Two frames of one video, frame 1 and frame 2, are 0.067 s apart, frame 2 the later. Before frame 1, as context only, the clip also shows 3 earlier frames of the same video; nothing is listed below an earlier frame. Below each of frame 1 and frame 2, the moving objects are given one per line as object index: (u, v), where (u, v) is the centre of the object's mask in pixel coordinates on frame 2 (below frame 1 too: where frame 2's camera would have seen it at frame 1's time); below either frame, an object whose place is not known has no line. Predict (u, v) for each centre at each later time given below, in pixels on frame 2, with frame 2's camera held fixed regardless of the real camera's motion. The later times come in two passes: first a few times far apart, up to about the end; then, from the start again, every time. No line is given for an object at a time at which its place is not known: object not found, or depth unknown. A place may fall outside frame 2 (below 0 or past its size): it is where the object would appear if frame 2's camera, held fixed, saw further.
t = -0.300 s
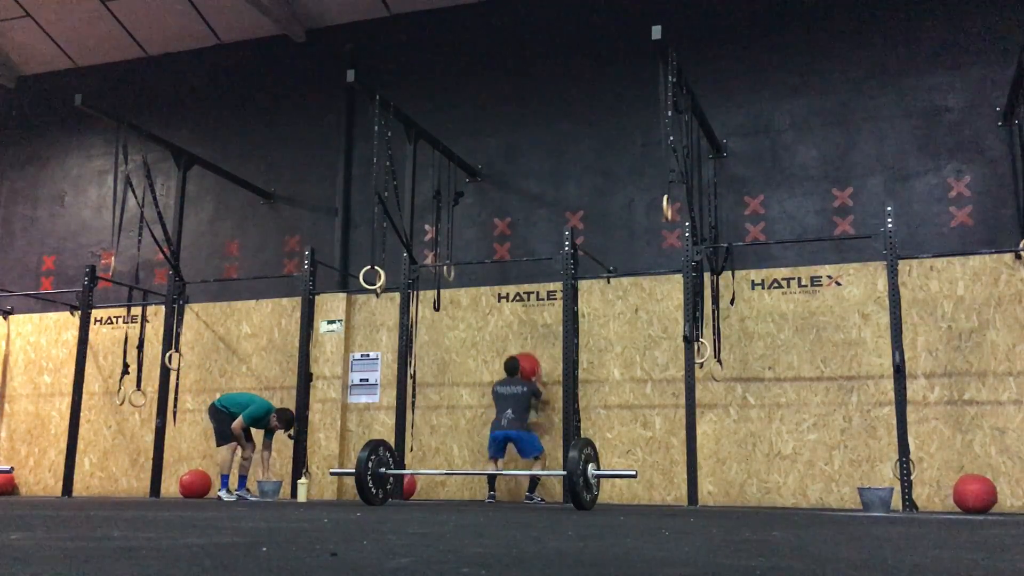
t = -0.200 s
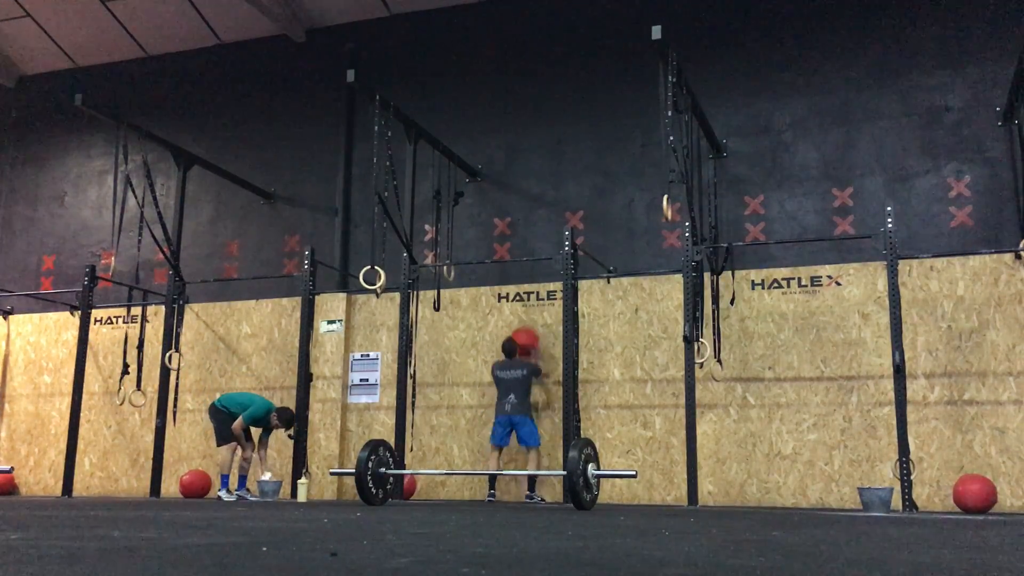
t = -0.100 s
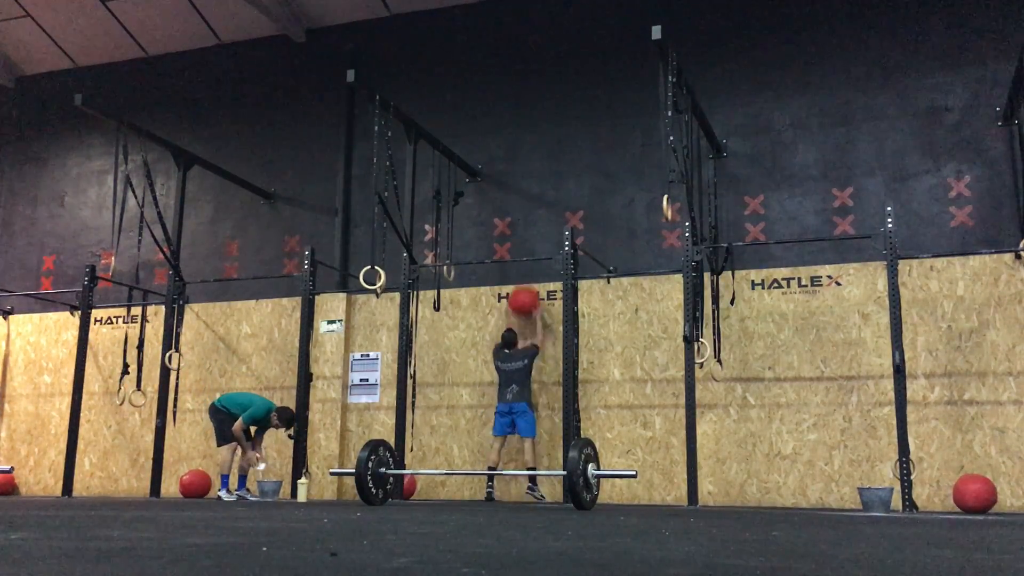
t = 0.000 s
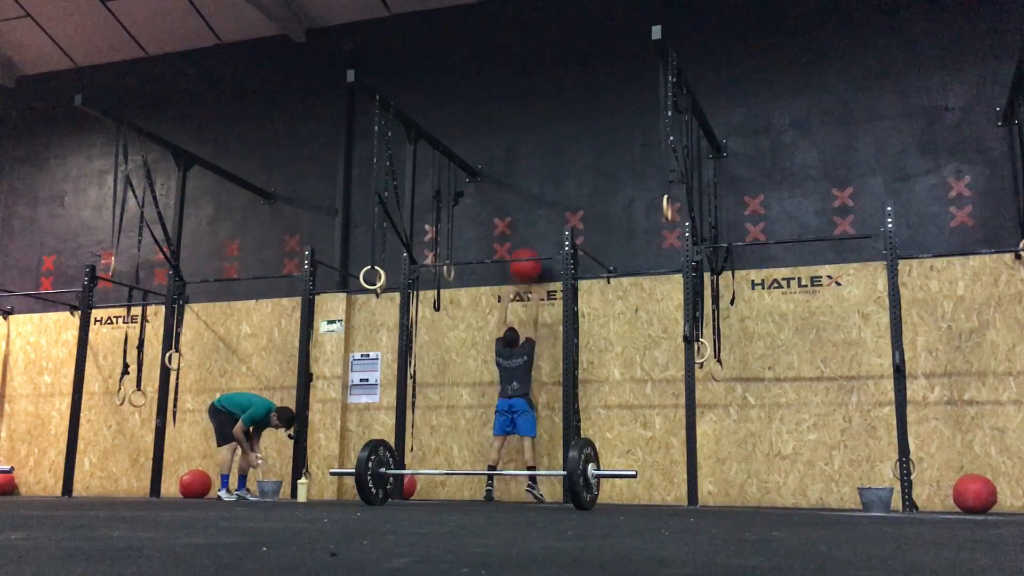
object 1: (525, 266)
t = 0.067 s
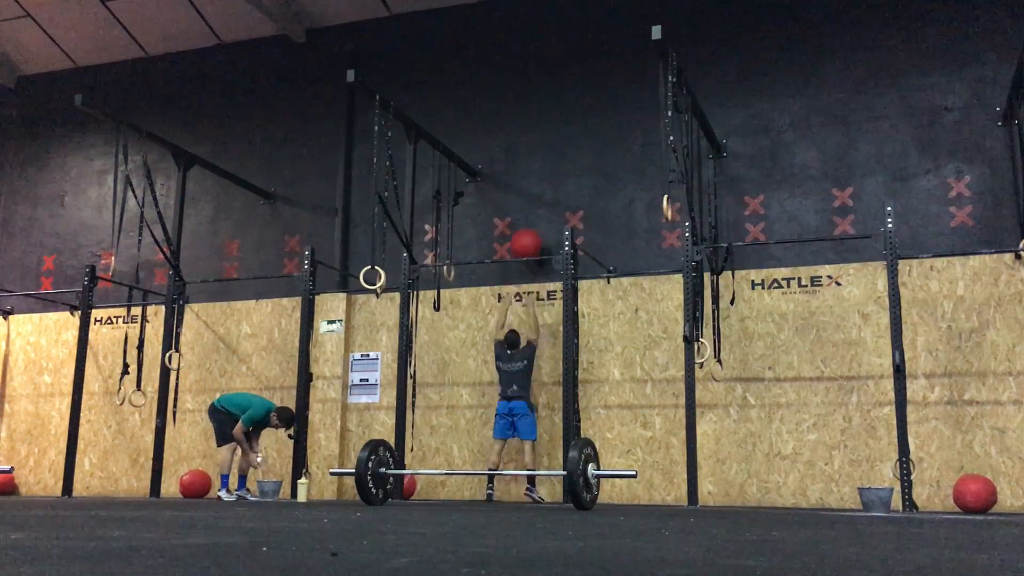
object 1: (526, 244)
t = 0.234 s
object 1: (527, 212)
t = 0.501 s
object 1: (529, 205)
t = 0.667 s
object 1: (527, 226)
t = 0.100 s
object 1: (526, 236)
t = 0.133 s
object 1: (527, 229)
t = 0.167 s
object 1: (527, 223)
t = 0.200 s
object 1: (527, 217)
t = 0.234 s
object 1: (527, 212)
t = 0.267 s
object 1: (528, 208)
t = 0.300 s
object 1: (528, 206)
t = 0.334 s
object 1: (528, 204)
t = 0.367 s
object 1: (529, 203)
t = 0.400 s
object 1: (529, 203)
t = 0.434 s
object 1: (529, 204)
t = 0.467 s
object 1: (529, 204)
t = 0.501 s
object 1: (529, 205)
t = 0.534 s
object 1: (528, 207)
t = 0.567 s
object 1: (527, 211)
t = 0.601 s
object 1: (528, 214)
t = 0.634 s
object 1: (527, 220)
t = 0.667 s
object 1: (527, 226)
